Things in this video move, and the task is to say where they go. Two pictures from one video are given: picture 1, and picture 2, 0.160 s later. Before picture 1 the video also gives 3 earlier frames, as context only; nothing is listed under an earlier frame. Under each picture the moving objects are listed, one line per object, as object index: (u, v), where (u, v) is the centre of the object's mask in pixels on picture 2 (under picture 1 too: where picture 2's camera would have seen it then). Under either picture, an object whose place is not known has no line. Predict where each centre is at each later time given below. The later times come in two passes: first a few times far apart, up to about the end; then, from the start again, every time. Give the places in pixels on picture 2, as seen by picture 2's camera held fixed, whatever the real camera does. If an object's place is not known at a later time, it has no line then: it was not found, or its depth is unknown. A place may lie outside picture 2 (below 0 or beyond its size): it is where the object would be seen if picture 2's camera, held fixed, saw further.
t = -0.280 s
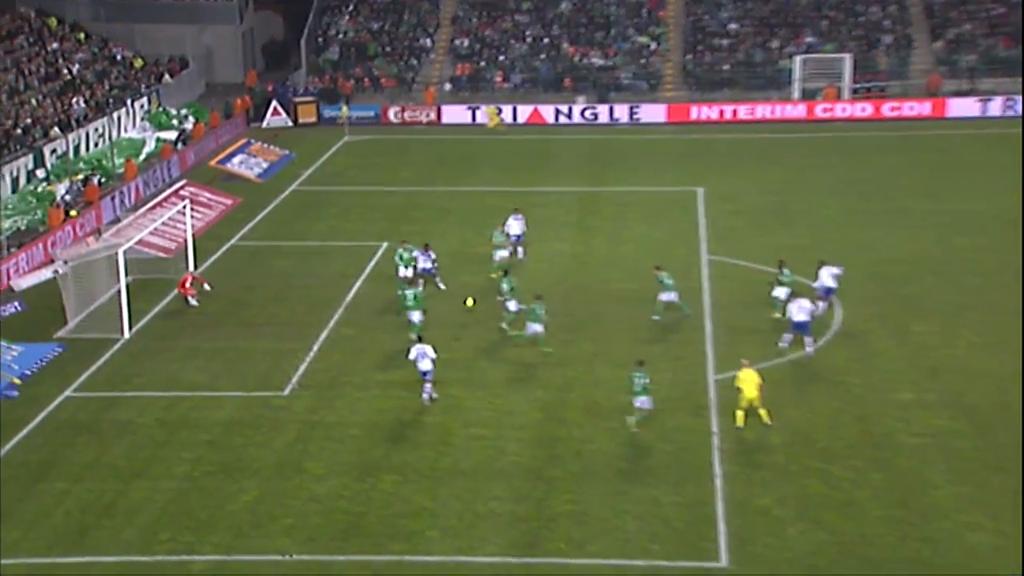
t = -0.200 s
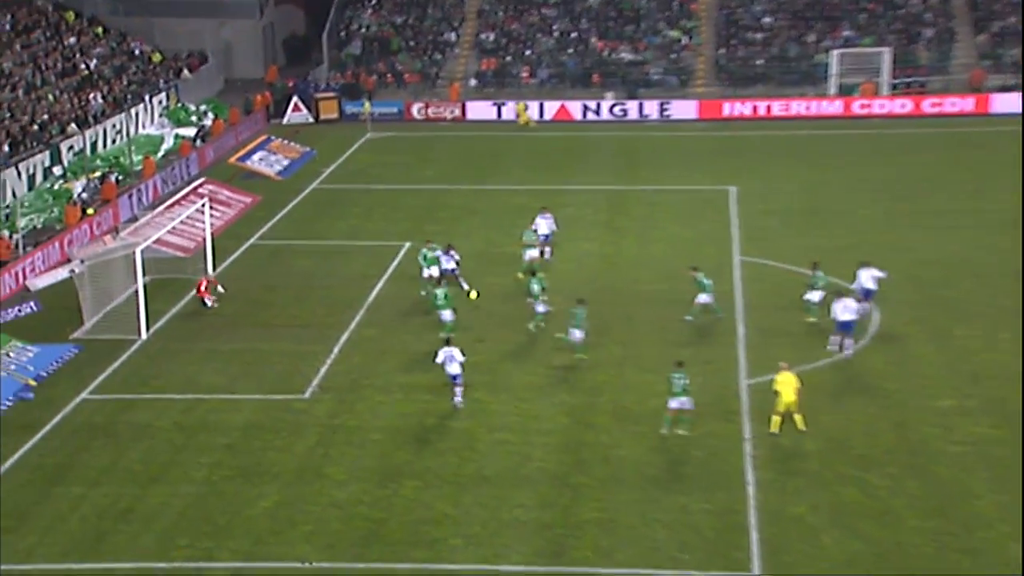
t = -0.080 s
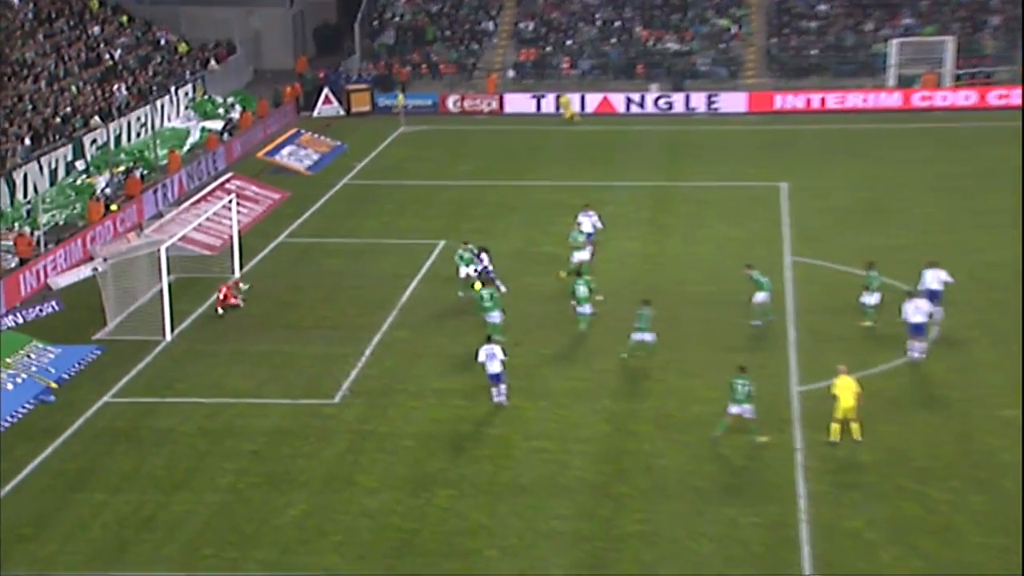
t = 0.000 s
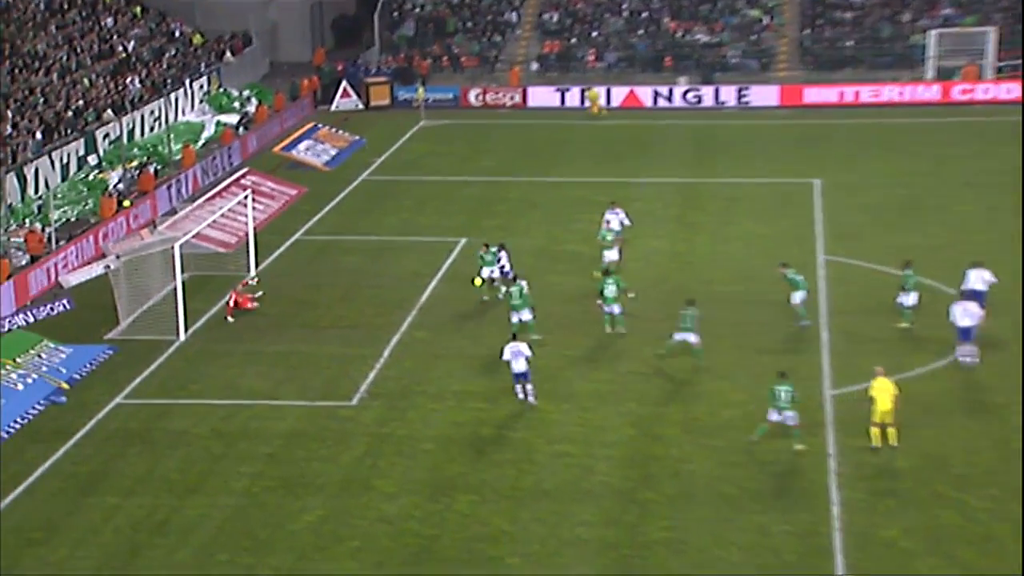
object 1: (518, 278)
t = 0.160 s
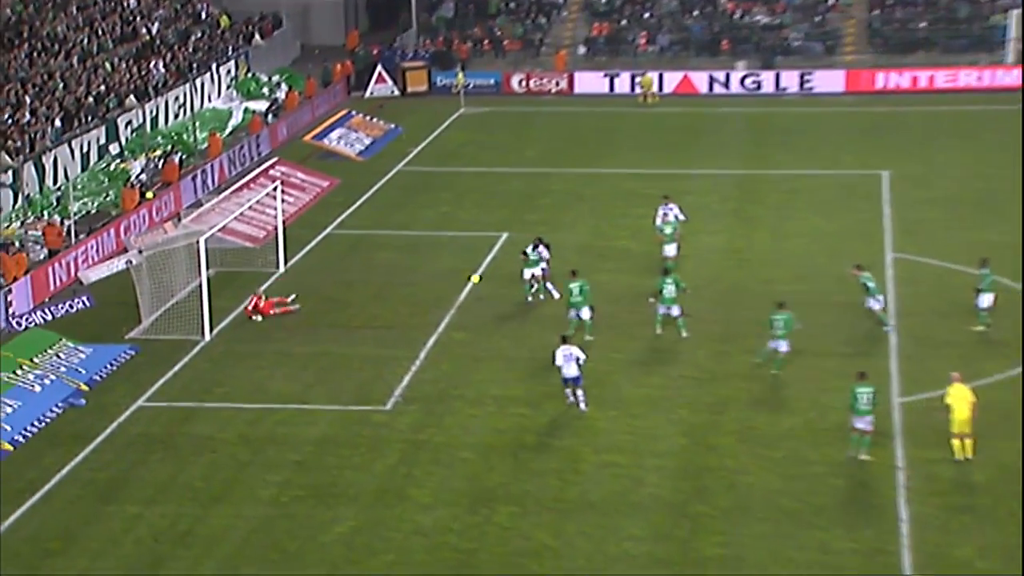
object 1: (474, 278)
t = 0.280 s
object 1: (443, 285)
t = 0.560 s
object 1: (377, 298)
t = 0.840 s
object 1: (334, 293)
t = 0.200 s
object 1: (463, 279)
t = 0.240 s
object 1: (453, 282)
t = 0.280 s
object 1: (443, 285)
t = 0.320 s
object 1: (432, 287)
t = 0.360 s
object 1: (421, 291)
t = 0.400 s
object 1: (411, 296)
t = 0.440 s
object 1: (400, 300)
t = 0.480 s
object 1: (390, 304)
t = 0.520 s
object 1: (384, 301)
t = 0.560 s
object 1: (377, 298)
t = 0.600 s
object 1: (372, 296)
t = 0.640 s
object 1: (365, 294)
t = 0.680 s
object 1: (359, 292)
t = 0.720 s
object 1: (353, 291)
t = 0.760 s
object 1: (346, 291)
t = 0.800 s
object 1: (340, 291)
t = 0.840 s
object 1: (334, 293)
